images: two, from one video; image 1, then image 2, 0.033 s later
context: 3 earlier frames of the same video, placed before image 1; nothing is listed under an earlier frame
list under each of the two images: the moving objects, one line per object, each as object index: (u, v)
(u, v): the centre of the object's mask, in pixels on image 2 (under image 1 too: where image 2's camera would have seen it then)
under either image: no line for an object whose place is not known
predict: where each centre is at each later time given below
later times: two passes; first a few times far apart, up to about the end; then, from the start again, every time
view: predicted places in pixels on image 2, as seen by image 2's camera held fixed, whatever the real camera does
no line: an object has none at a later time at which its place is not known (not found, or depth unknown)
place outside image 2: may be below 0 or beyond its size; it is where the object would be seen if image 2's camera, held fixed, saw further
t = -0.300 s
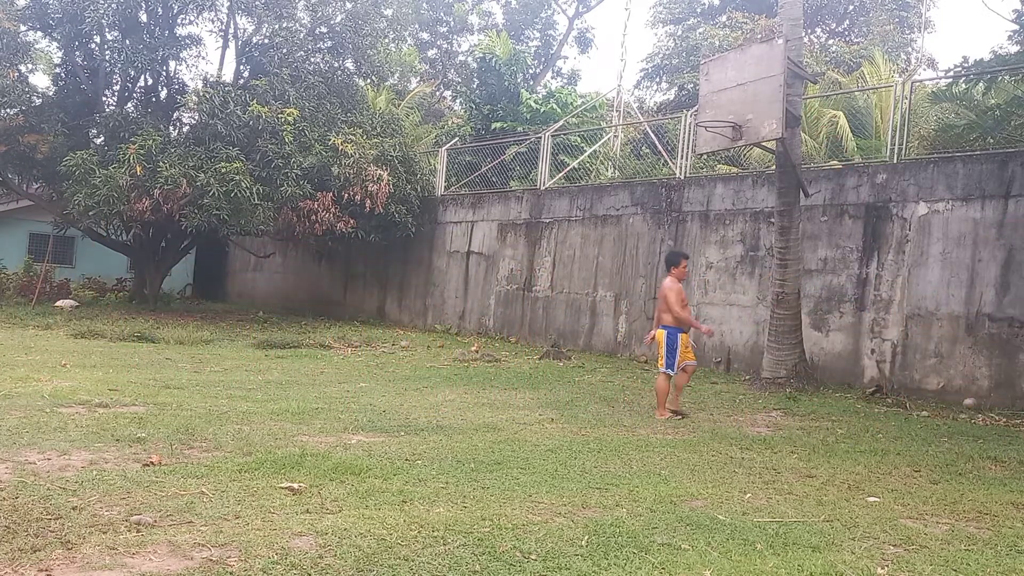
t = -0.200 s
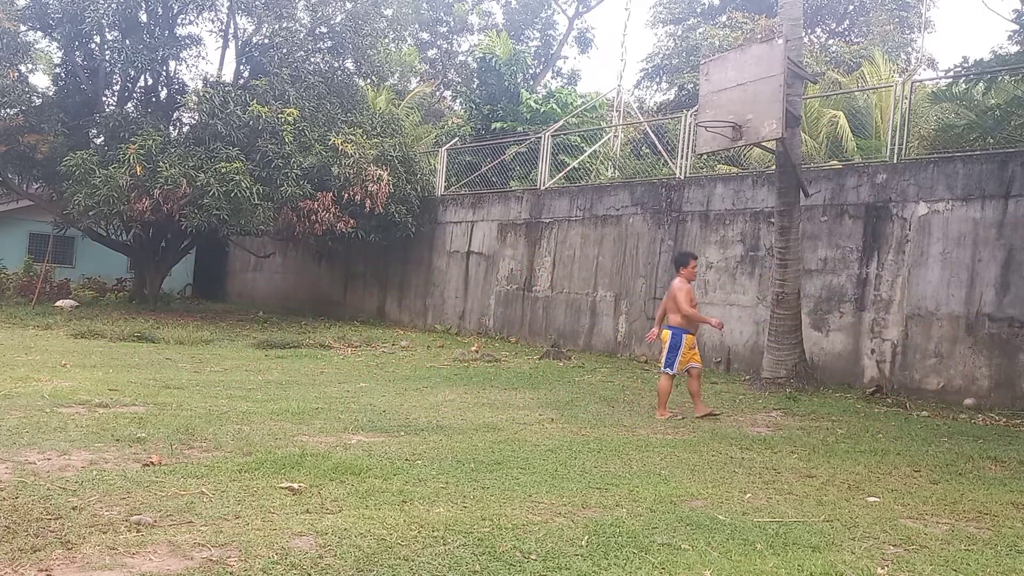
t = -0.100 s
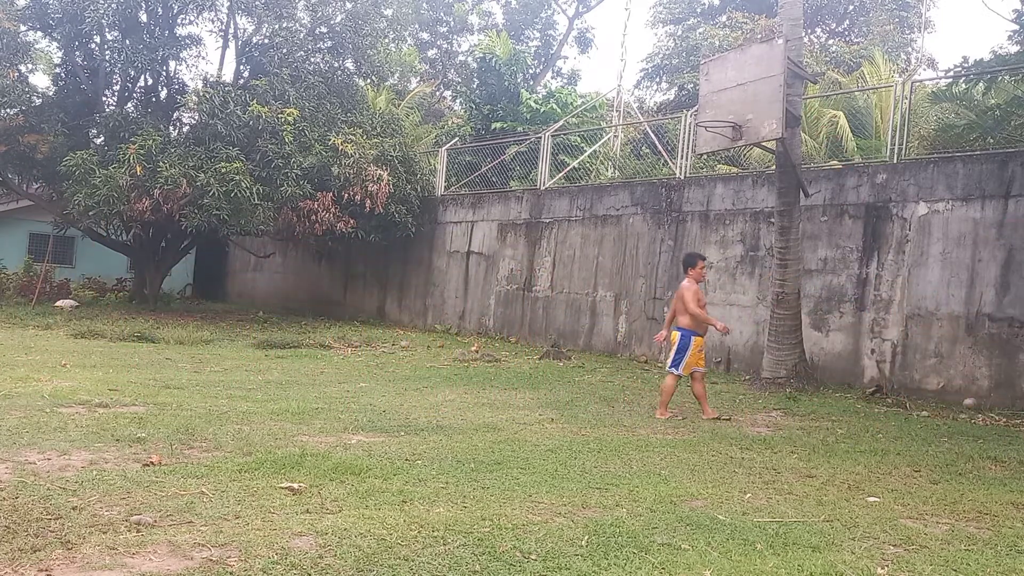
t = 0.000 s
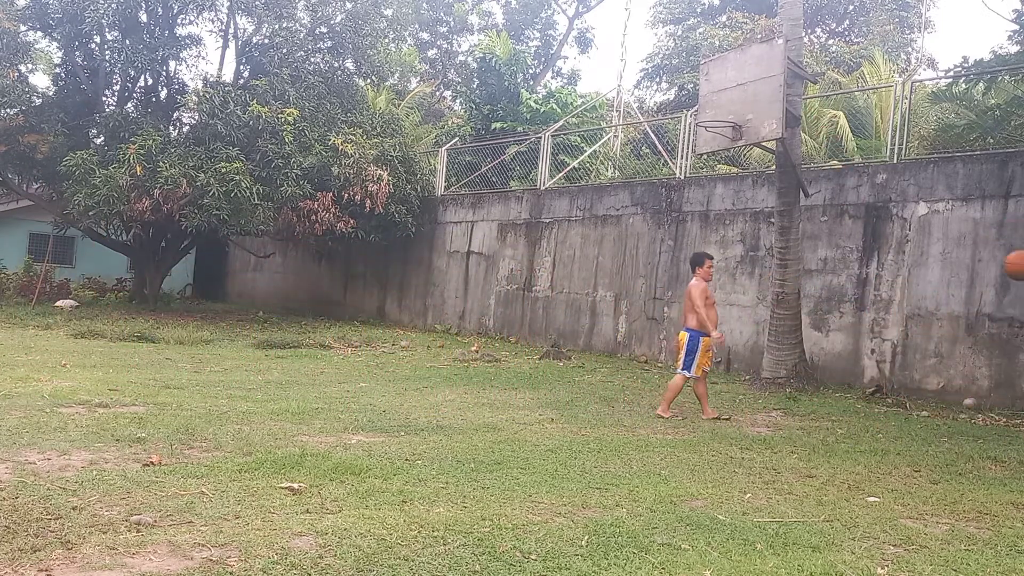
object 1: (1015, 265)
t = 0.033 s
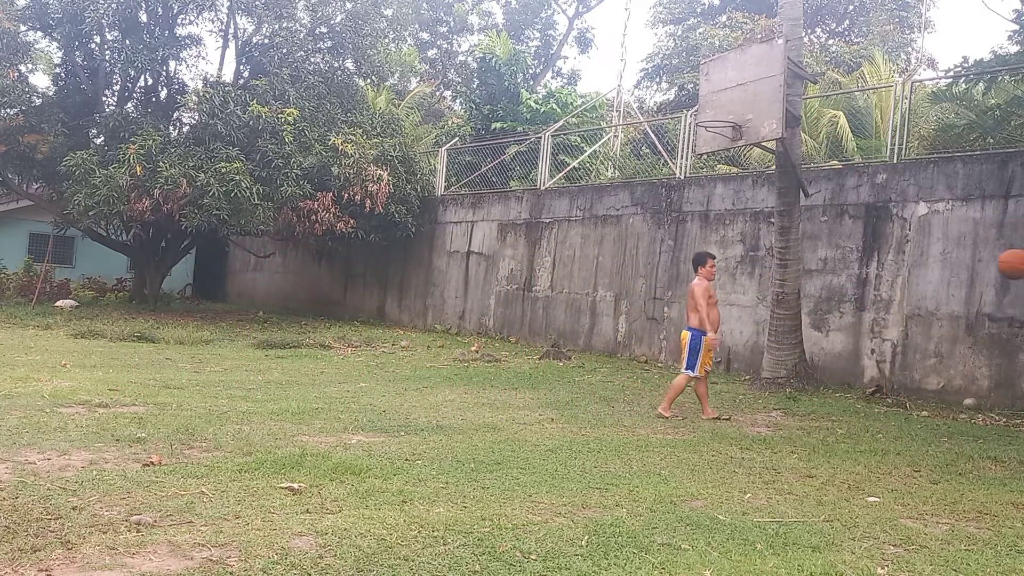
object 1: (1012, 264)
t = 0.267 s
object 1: (964, 294)
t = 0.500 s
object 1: (910, 387)
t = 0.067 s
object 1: (1007, 264)
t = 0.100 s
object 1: (1000, 266)
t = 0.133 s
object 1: (993, 269)
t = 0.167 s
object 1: (986, 273)
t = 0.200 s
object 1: (979, 278)
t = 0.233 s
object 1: (971, 285)
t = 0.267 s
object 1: (964, 294)
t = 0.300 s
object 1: (956, 303)
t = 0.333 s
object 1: (949, 313)
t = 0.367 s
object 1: (941, 326)
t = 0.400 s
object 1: (933, 340)
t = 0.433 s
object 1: (925, 354)
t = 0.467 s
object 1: (917, 370)
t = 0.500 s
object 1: (910, 387)
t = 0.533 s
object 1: (902, 404)
